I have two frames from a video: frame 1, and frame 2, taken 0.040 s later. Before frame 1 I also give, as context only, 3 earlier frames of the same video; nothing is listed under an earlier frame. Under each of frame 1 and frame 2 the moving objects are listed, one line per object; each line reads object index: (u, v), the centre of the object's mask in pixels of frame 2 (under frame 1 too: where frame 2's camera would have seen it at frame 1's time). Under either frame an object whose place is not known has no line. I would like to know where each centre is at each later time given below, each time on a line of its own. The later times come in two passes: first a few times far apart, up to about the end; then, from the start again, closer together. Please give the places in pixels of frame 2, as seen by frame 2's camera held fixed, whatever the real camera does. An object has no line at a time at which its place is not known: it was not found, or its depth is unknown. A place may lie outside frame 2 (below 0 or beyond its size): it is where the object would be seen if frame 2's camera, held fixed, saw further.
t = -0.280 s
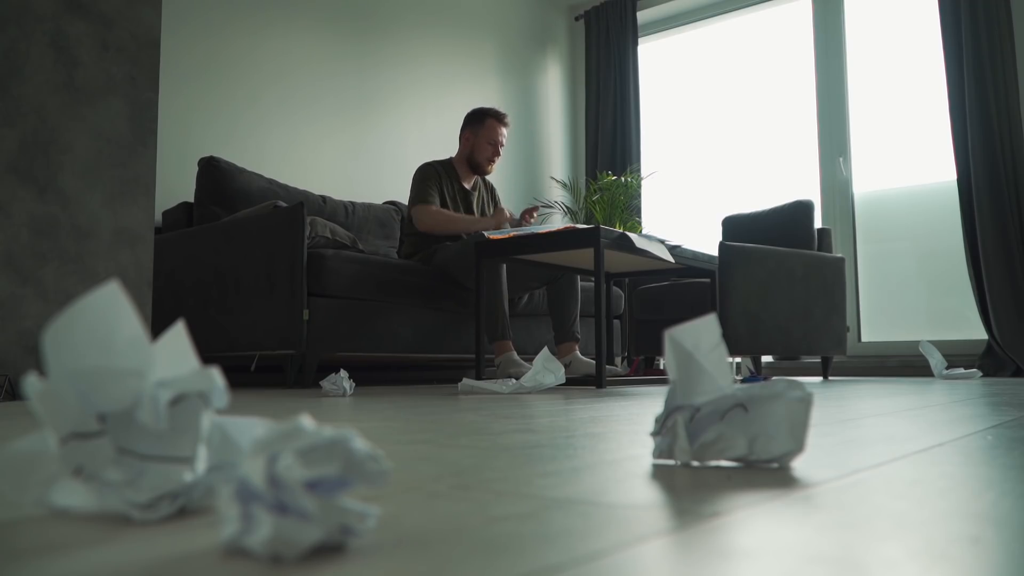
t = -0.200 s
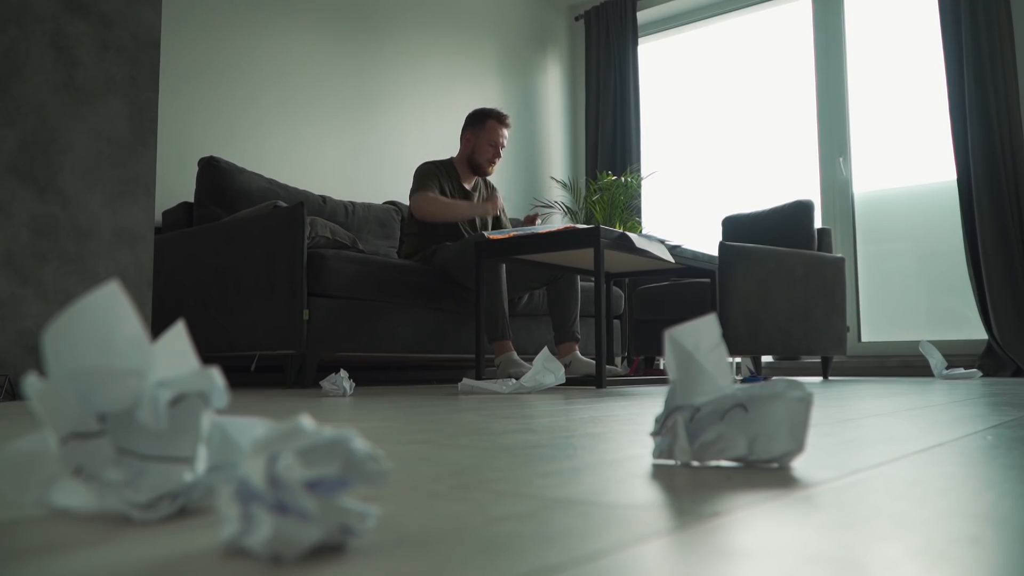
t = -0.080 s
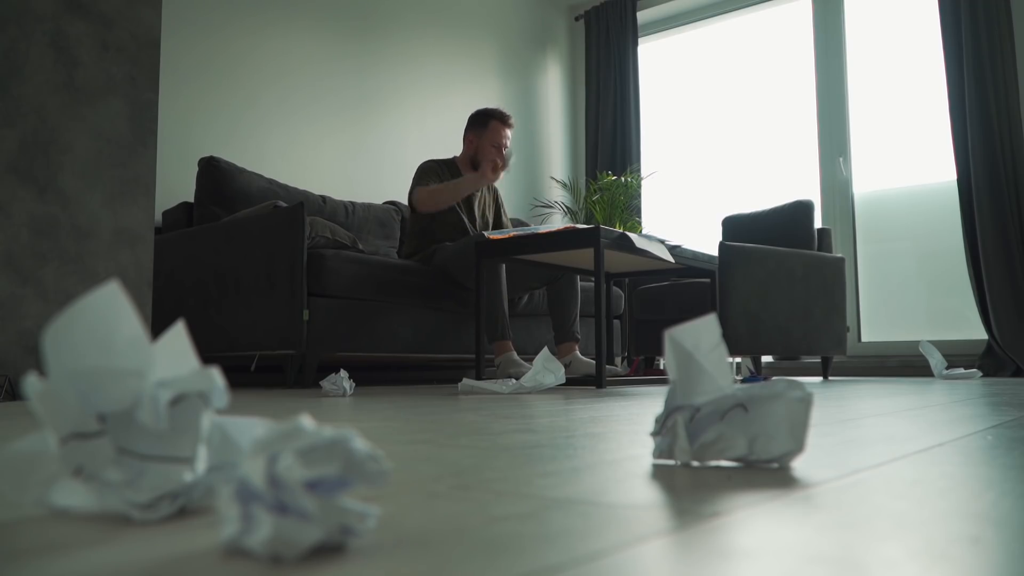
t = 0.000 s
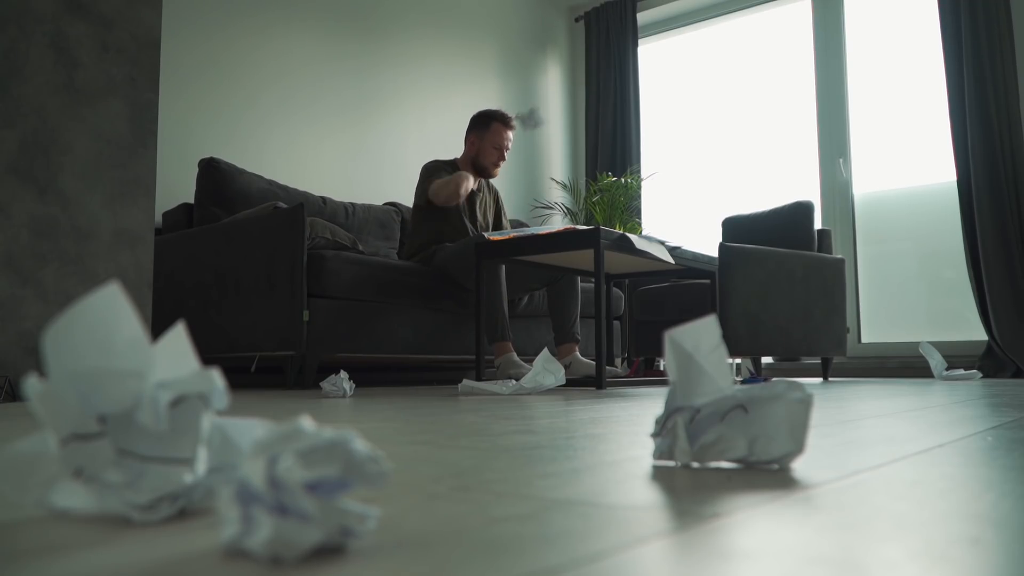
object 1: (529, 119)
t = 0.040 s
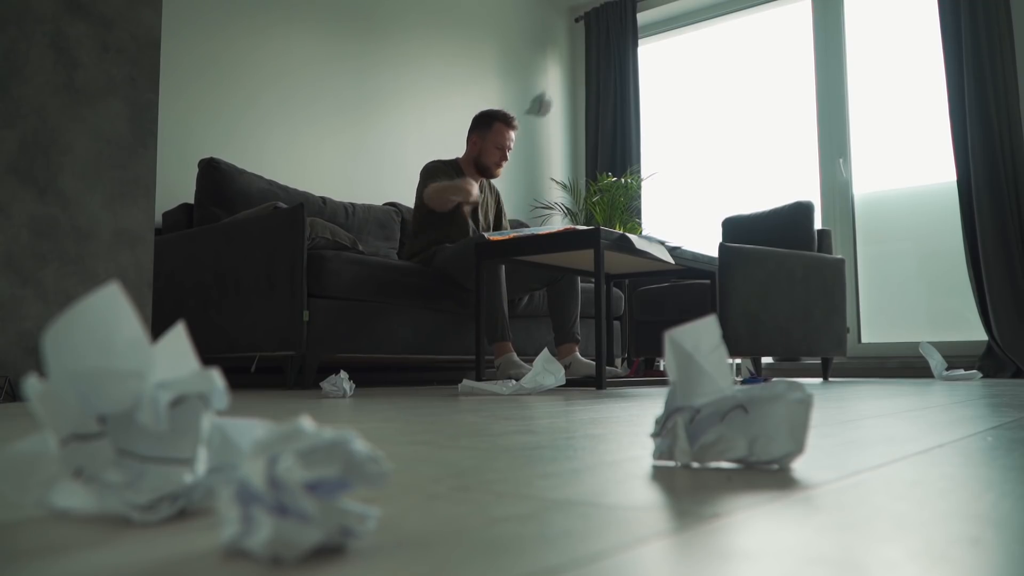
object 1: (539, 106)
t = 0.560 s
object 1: (790, 333)
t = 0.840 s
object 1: (914, 409)
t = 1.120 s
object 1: (969, 420)
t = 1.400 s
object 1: (960, 423)
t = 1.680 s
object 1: (926, 426)
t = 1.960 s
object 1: (906, 429)
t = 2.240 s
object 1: (906, 429)
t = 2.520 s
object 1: (906, 429)
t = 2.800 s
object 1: (906, 429)
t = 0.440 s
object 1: (747, 338)
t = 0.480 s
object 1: (769, 365)
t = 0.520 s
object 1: (778, 347)
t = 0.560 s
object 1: (790, 333)
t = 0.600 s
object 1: (805, 327)
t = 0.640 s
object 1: (818, 336)
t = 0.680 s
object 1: (839, 361)
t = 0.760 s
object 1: (882, 395)
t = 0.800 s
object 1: (896, 391)
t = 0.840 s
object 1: (914, 409)
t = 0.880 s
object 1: (930, 411)
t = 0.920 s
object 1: (944, 416)
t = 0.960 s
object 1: (956, 416)
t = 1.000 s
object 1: (963, 420)
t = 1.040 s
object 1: (967, 420)
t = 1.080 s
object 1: (968, 418)
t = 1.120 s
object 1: (969, 420)
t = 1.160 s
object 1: (968, 418)
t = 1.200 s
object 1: (968, 420)
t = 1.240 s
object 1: (966, 419)
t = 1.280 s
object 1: (964, 420)
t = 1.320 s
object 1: (962, 423)
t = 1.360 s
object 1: (959, 423)
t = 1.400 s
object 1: (960, 423)
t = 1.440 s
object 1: (960, 425)
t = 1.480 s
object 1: (955, 428)
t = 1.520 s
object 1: (948, 426)
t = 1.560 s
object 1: (940, 426)
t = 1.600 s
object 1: (934, 426)
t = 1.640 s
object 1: (930, 426)
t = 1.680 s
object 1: (926, 426)
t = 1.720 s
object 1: (919, 427)
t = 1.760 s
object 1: (910, 428)
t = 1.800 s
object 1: (907, 428)
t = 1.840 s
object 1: (906, 429)
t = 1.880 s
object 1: (906, 429)
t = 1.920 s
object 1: (906, 429)
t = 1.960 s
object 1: (906, 429)
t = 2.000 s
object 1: (906, 429)
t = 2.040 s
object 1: (906, 429)
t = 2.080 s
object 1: (906, 429)
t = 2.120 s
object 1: (906, 429)
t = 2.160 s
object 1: (906, 429)
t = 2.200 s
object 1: (906, 429)
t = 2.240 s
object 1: (906, 429)
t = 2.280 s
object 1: (906, 429)
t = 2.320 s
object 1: (906, 429)
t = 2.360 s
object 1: (906, 429)
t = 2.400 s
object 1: (906, 429)
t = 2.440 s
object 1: (906, 429)
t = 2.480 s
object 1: (906, 429)
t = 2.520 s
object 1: (906, 429)
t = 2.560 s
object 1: (906, 429)
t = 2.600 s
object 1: (906, 429)
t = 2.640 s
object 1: (906, 429)
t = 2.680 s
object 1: (906, 429)
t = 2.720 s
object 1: (906, 429)
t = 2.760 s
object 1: (906, 429)
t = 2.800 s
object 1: (906, 429)
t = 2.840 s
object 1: (907, 429)
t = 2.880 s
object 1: (906, 429)
